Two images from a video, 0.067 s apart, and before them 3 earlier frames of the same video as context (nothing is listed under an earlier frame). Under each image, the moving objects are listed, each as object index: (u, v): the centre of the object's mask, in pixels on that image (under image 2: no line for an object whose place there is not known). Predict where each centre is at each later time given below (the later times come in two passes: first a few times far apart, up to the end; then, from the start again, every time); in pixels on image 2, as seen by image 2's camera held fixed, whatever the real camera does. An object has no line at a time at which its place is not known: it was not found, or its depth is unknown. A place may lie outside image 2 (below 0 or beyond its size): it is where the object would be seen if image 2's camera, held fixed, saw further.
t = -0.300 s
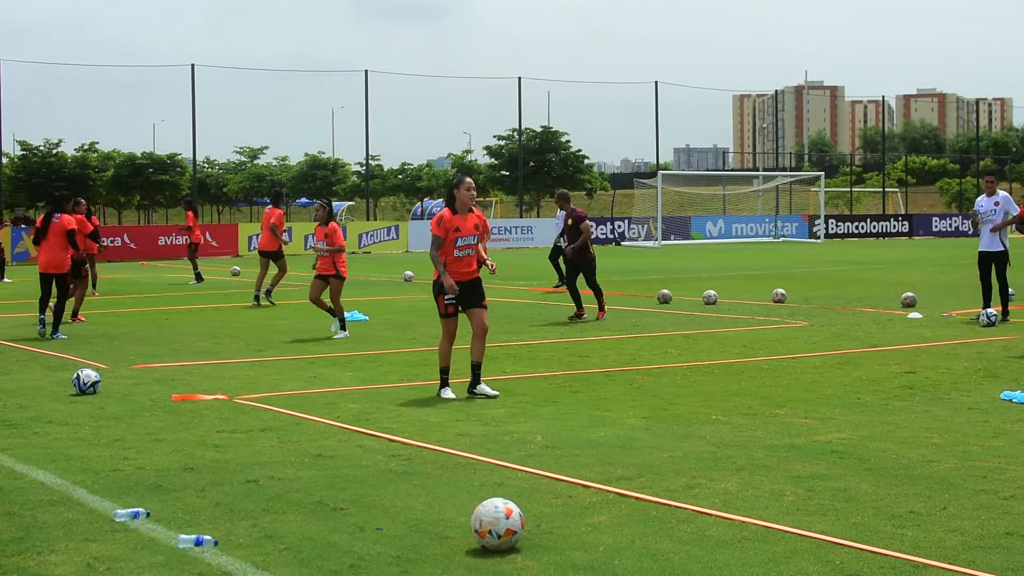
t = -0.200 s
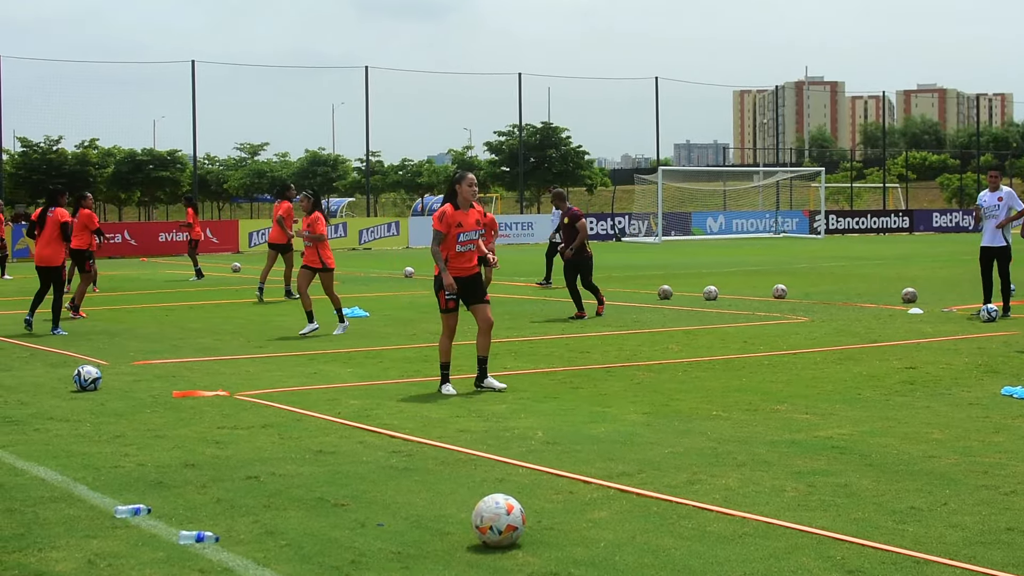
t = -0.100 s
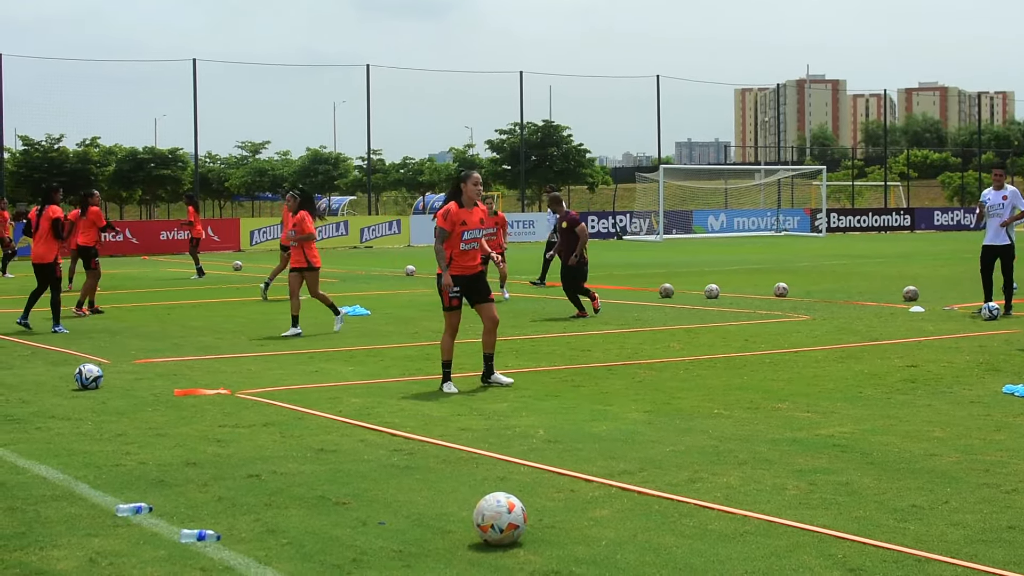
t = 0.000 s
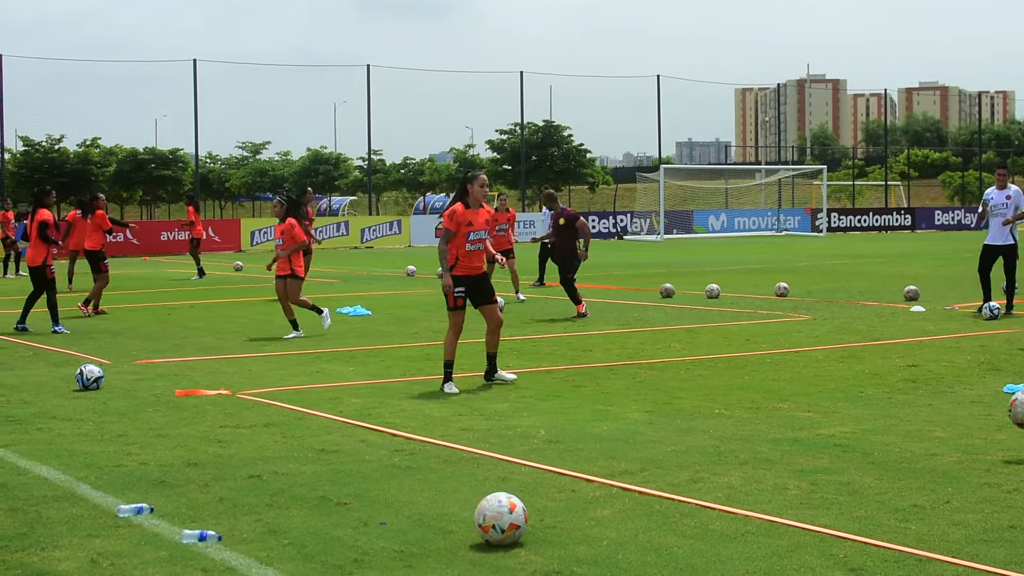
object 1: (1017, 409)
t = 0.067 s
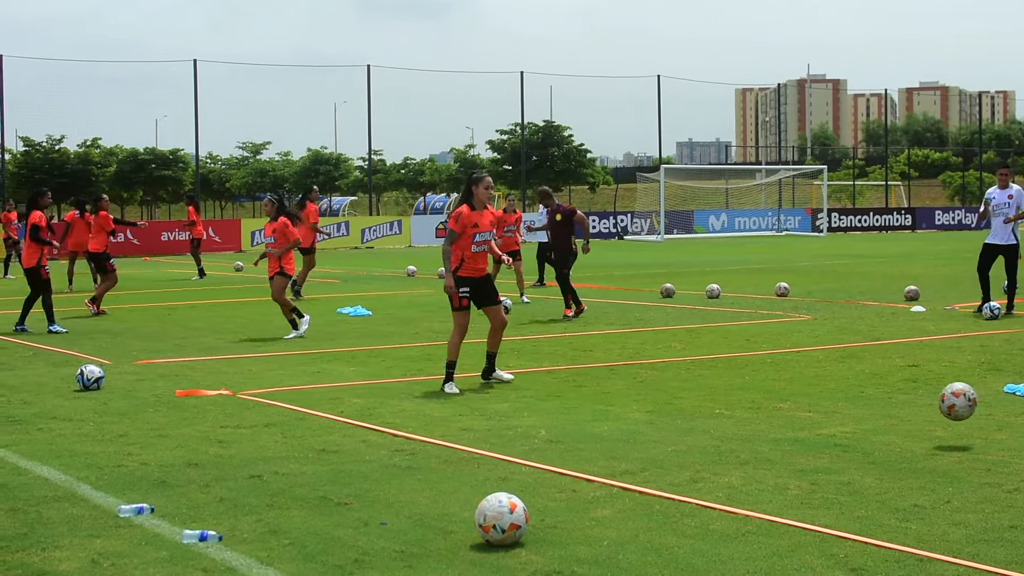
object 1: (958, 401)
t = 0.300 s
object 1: (780, 389)
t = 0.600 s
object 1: (655, 369)
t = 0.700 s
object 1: (623, 370)
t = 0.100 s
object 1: (925, 401)
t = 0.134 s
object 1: (894, 402)
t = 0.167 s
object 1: (864, 404)
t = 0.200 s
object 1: (837, 408)
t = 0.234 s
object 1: (815, 403)
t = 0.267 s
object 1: (798, 395)
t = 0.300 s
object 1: (780, 389)
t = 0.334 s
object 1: (764, 384)
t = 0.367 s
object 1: (747, 381)
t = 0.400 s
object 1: (732, 380)
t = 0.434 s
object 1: (717, 380)
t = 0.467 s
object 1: (702, 382)
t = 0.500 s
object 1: (689, 380)
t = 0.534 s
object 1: (677, 375)
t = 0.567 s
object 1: (666, 371)
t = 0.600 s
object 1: (655, 369)
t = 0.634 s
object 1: (644, 369)
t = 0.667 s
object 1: (633, 370)
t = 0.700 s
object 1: (623, 370)
